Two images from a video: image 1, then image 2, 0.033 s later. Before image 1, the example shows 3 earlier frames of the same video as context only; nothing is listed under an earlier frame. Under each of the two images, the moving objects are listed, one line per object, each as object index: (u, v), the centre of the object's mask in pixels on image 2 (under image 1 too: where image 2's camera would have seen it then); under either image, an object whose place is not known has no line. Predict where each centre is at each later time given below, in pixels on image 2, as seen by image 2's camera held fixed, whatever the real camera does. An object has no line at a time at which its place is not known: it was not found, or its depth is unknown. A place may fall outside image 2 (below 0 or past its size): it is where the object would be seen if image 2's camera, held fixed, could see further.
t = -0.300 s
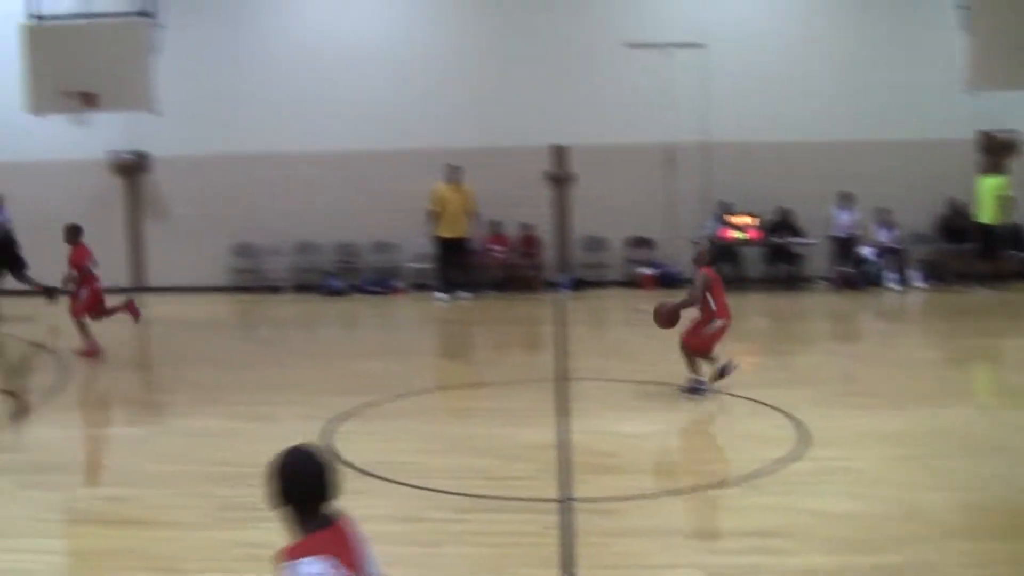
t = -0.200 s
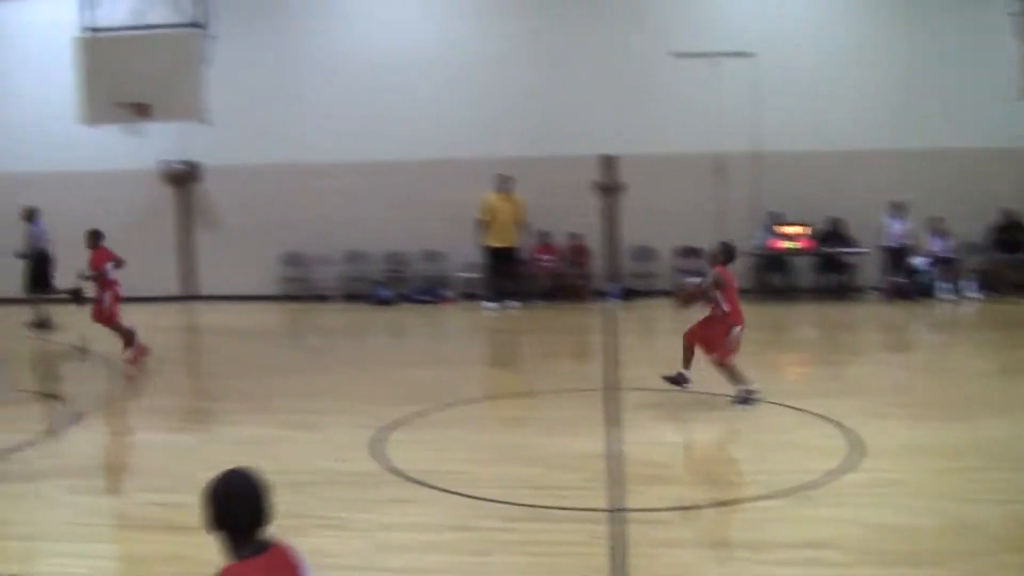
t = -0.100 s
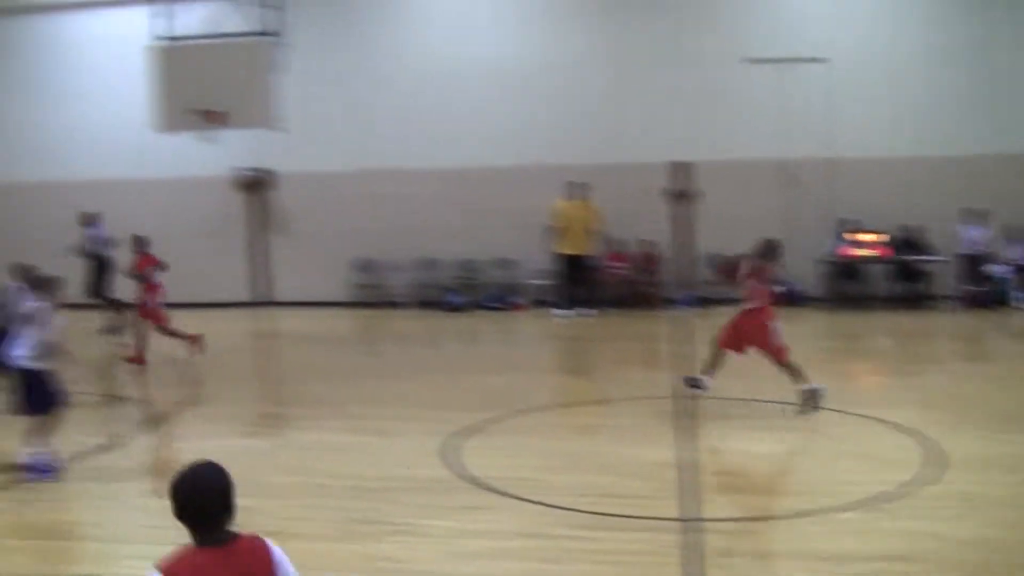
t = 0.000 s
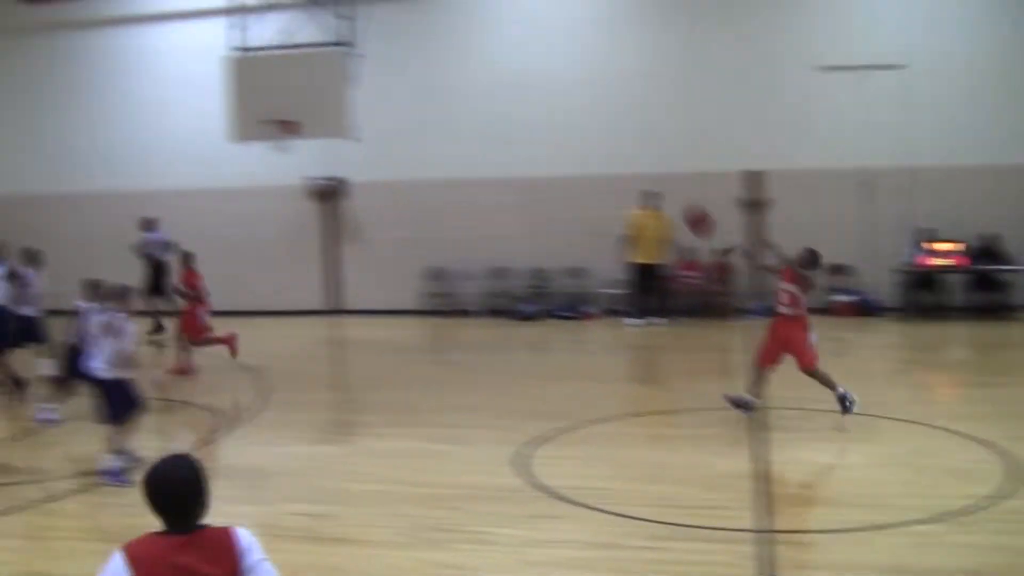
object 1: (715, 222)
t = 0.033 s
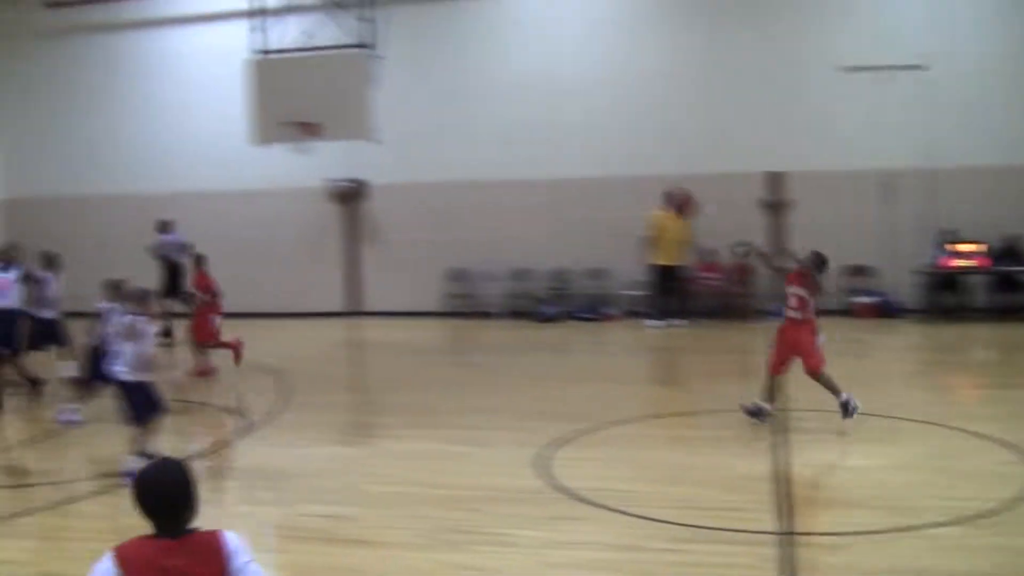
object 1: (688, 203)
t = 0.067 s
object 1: (650, 183)
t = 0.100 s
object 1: (616, 167)
